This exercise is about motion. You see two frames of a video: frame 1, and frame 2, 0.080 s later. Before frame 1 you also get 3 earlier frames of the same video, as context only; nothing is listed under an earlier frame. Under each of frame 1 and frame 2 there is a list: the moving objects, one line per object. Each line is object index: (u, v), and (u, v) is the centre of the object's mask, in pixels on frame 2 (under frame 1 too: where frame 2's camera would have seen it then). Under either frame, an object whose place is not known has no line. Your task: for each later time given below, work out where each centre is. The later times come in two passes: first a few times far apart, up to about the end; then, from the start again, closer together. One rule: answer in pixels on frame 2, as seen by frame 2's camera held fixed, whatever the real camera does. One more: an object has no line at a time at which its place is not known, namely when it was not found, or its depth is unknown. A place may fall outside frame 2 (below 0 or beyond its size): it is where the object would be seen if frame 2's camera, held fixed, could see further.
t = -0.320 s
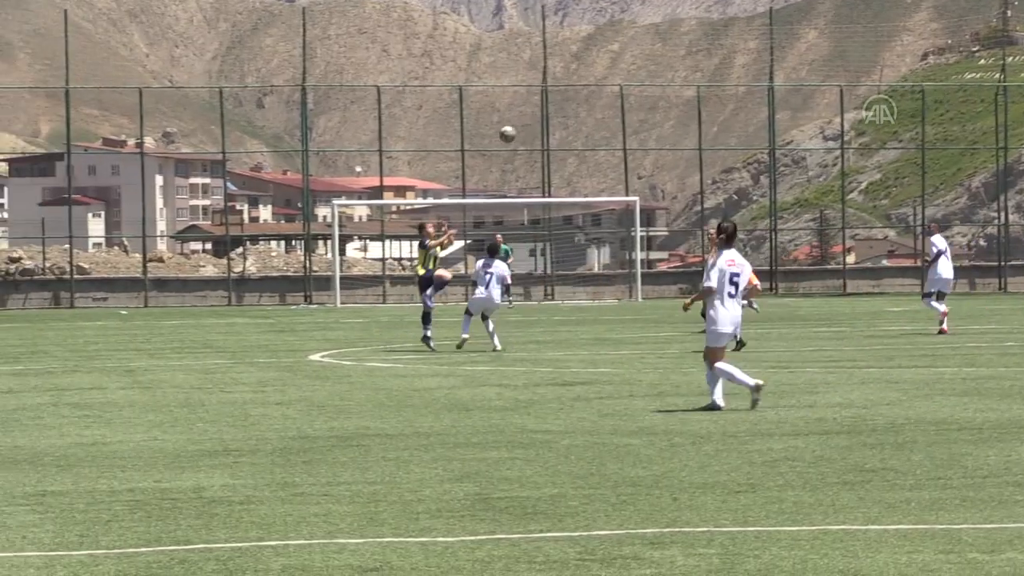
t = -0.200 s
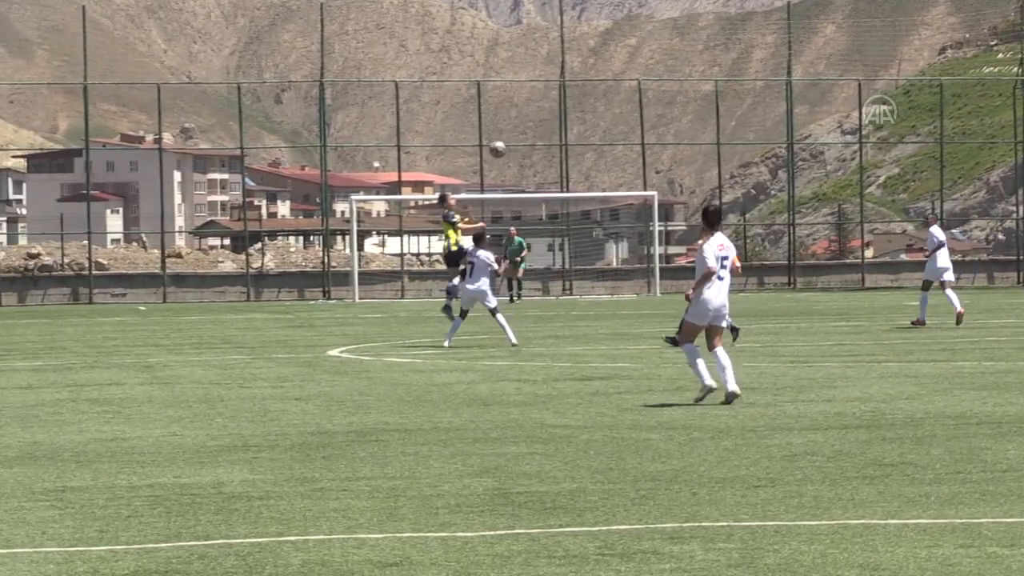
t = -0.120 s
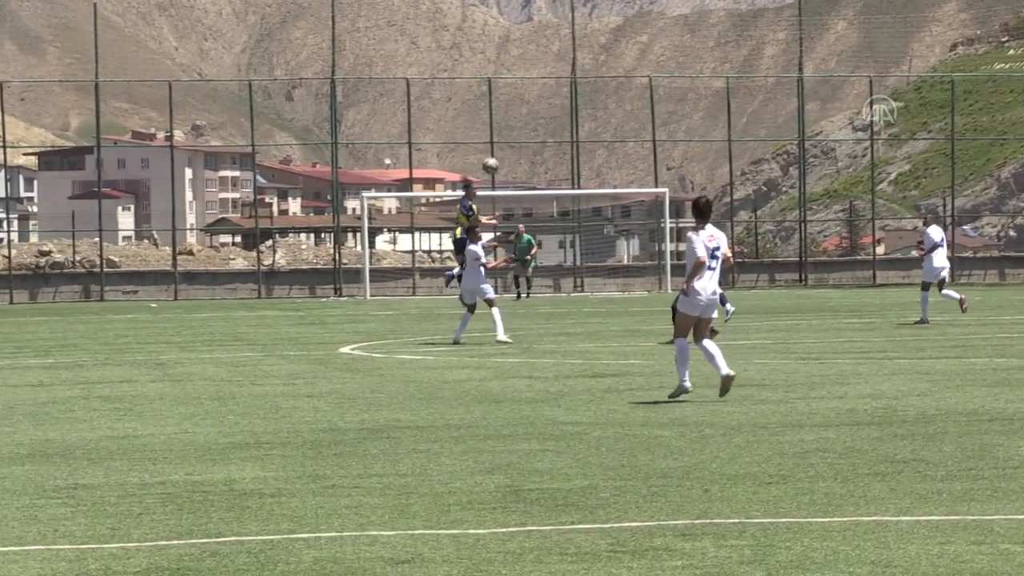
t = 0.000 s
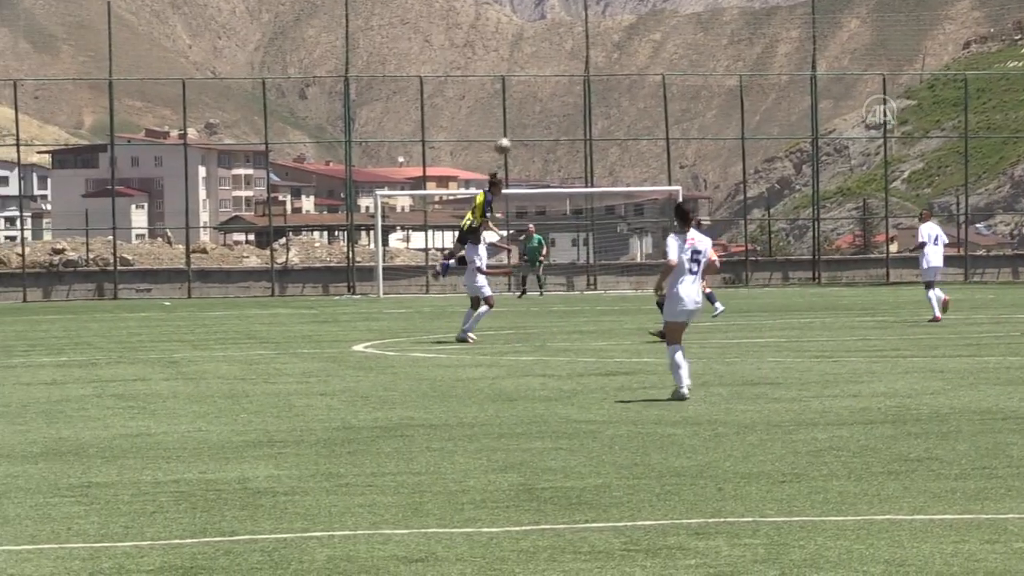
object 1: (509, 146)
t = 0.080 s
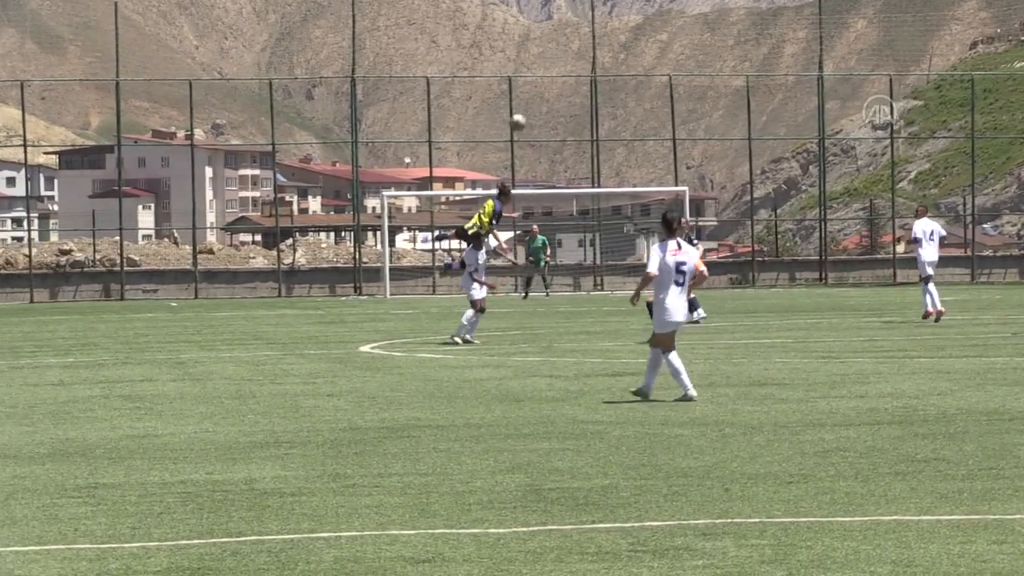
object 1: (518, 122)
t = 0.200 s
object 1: (530, 94)
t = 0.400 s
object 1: (551, 70)
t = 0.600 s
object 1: (573, 77)
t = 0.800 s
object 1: (597, 116)
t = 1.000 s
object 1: (622, 189)
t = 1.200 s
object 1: (650, 304)
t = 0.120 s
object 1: (521, 111)
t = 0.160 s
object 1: (525, 102)
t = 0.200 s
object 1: (530, 94)
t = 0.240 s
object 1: (534, 87)
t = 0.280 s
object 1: (538, 81)
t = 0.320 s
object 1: (543, 76)
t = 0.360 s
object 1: (547, 73)
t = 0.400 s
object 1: (551, 70)
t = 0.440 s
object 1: (556, 69)
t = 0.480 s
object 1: (560, 69)
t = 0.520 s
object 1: (564, 70)
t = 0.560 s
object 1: (568, 73)
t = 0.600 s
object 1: (573, 77)
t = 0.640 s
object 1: (578, 82)
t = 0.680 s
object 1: (582, 88)
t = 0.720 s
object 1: (587, 96)
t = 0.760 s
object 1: (592, 105)
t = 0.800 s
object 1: (597, 116)
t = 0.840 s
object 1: (602, 128)
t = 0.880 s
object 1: (606, 142)
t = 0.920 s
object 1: (612, 157)
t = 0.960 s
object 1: (616, 173)
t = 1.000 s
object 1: (622, 189)
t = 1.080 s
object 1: (633, 229)
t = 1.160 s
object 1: (644, 278)
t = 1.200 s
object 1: (650, 304)
